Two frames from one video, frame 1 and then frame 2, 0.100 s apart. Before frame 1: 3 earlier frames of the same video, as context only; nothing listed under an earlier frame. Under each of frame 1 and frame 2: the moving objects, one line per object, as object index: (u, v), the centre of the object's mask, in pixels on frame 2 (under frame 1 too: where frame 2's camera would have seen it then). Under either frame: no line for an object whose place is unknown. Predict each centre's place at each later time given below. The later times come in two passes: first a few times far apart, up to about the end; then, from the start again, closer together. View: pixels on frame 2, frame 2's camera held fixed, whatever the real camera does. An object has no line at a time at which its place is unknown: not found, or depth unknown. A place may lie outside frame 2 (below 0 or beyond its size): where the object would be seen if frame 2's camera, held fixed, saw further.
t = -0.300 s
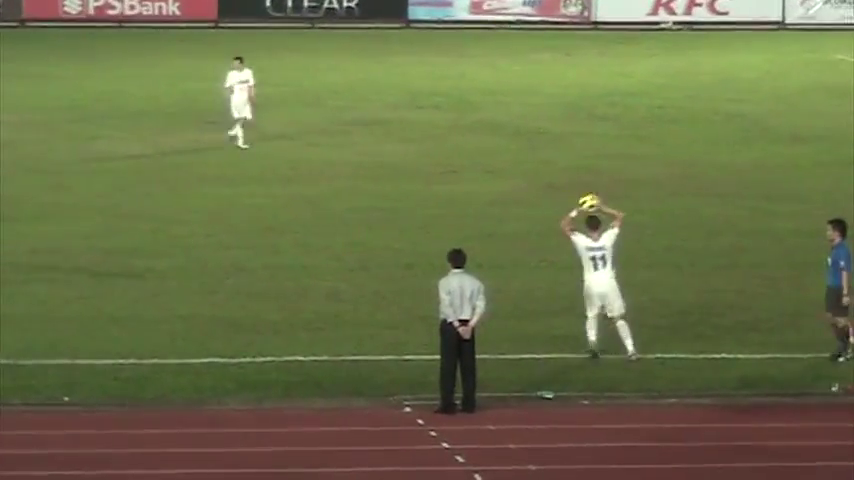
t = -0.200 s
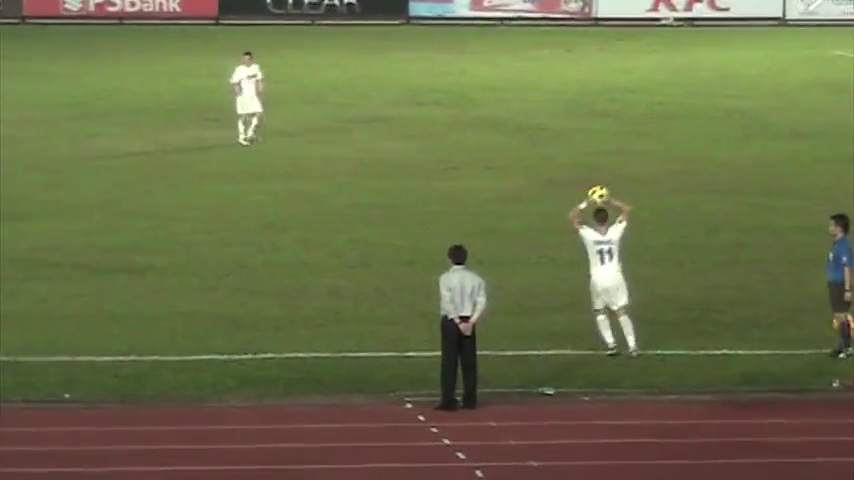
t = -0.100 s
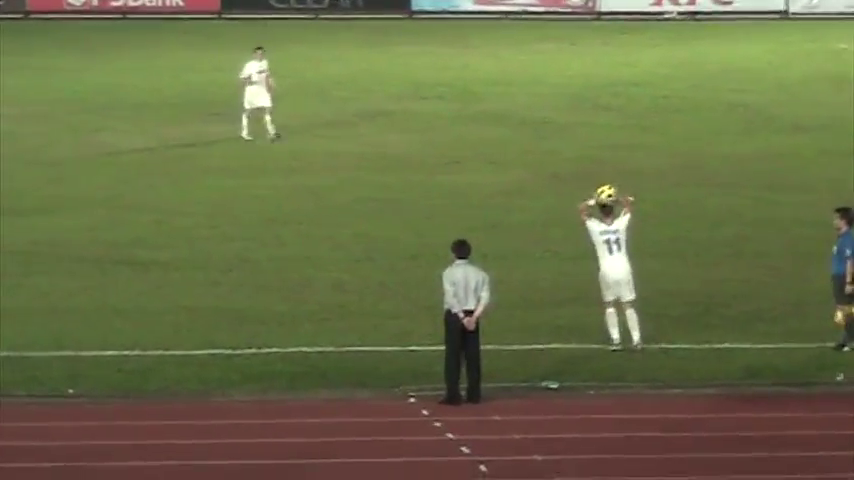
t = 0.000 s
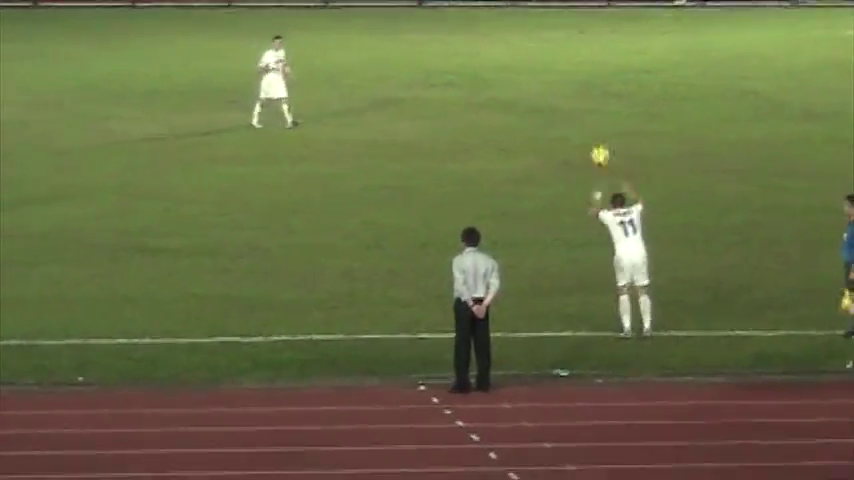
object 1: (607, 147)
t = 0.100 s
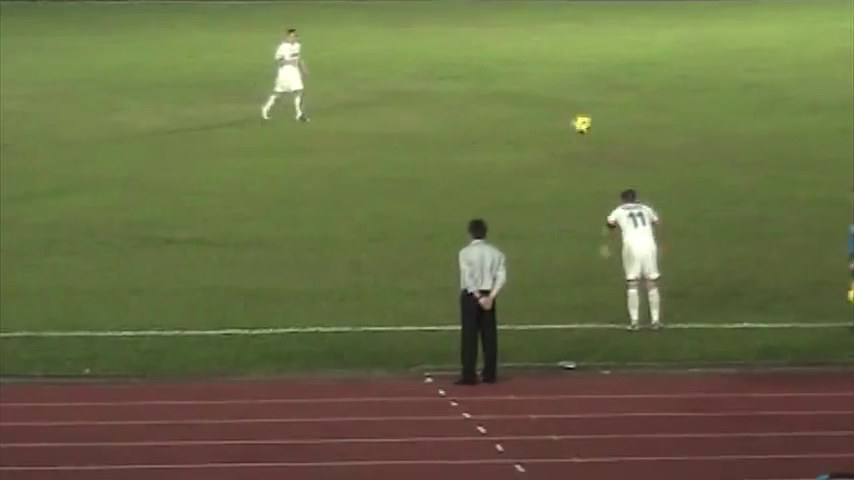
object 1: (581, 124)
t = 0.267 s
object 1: (544, 105)
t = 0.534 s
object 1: (487, 124)
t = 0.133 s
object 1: (572, 118)
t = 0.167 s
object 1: (566, 113)
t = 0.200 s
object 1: (556, 109)
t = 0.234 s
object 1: (548, 107)
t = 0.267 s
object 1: (544, 105)
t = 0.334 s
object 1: (527, 106)
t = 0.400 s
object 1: (514, 108)
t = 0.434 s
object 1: (505, 111)
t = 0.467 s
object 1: (500, 114)
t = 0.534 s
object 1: (487, 124)
